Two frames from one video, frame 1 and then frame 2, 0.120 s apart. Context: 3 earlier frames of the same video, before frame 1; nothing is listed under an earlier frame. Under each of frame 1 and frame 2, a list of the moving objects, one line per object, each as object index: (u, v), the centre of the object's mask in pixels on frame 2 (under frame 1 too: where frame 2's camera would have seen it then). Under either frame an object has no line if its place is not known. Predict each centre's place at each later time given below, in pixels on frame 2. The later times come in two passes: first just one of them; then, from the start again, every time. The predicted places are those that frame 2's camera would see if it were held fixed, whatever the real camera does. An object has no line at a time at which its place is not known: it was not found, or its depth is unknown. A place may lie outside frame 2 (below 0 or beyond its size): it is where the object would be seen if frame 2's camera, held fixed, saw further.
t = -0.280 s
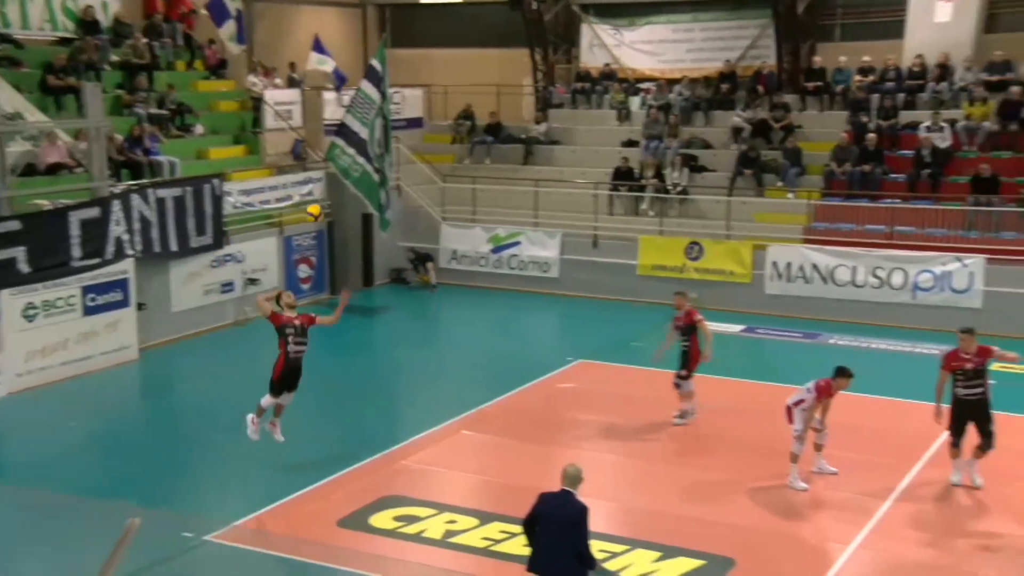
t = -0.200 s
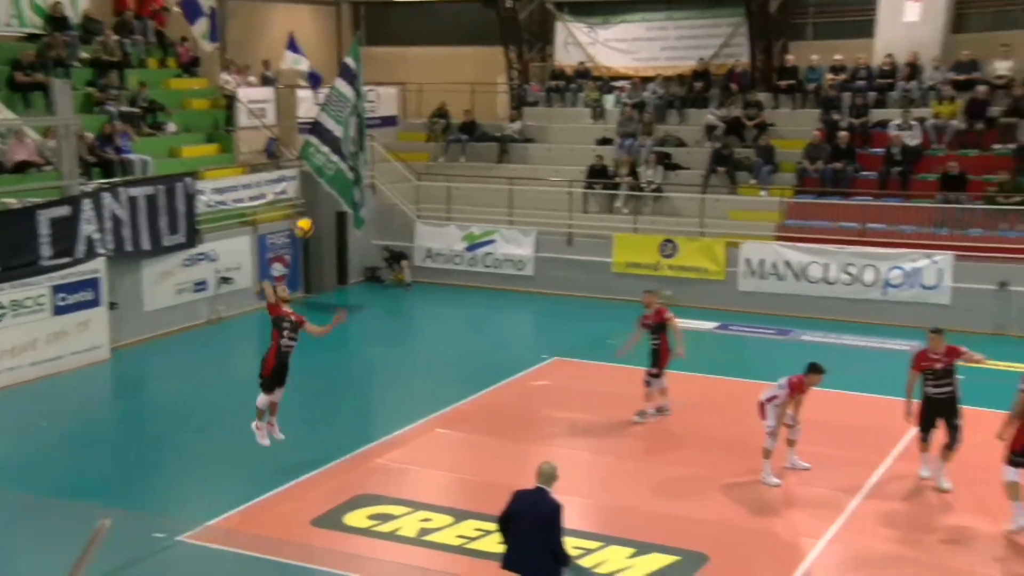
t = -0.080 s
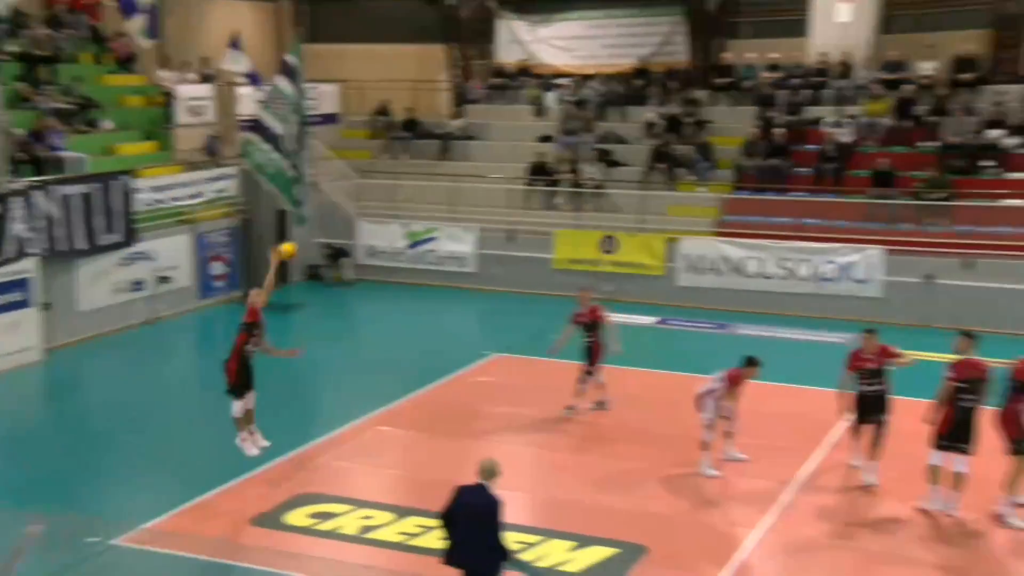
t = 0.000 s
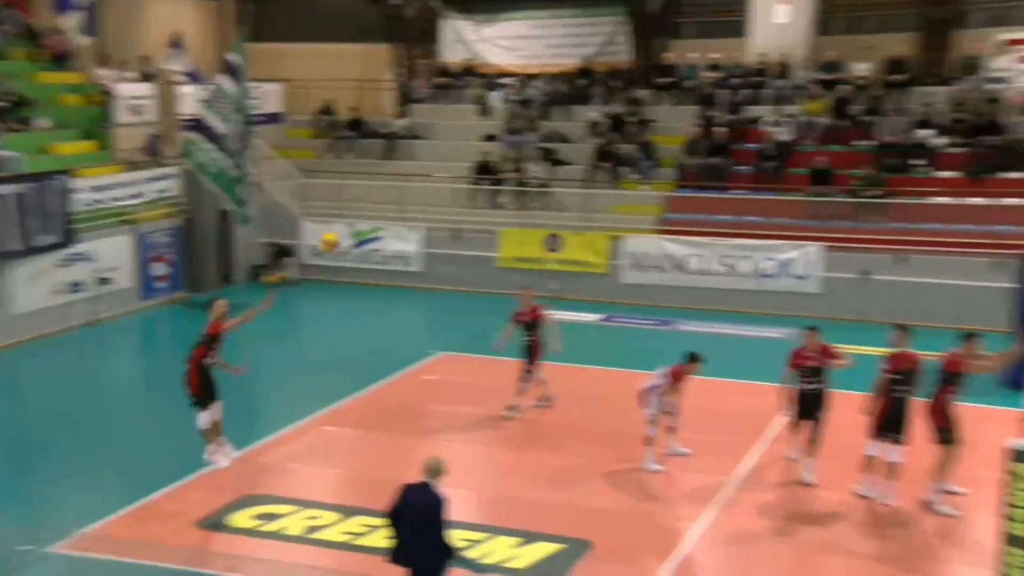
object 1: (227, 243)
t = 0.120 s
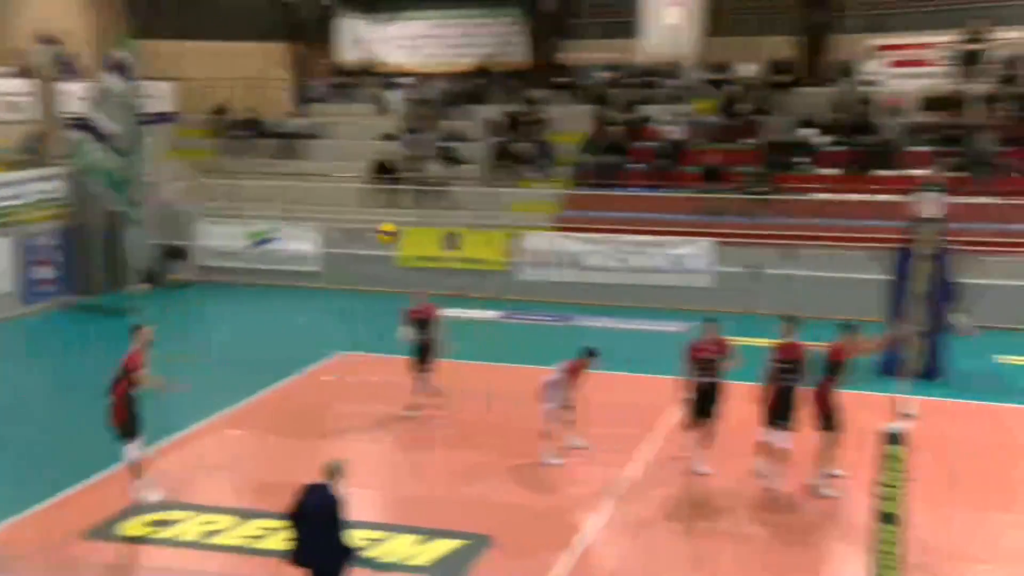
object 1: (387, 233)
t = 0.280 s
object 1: (619, 238)
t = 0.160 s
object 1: (445, 235)
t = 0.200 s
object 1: (502, 233)
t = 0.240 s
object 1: (560, 234)
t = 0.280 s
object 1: (619, 238)
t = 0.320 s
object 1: (681, 244)
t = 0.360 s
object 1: (745, 253)
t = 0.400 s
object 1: (810, 262)
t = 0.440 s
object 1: (876, 273)
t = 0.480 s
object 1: (942, 287)
